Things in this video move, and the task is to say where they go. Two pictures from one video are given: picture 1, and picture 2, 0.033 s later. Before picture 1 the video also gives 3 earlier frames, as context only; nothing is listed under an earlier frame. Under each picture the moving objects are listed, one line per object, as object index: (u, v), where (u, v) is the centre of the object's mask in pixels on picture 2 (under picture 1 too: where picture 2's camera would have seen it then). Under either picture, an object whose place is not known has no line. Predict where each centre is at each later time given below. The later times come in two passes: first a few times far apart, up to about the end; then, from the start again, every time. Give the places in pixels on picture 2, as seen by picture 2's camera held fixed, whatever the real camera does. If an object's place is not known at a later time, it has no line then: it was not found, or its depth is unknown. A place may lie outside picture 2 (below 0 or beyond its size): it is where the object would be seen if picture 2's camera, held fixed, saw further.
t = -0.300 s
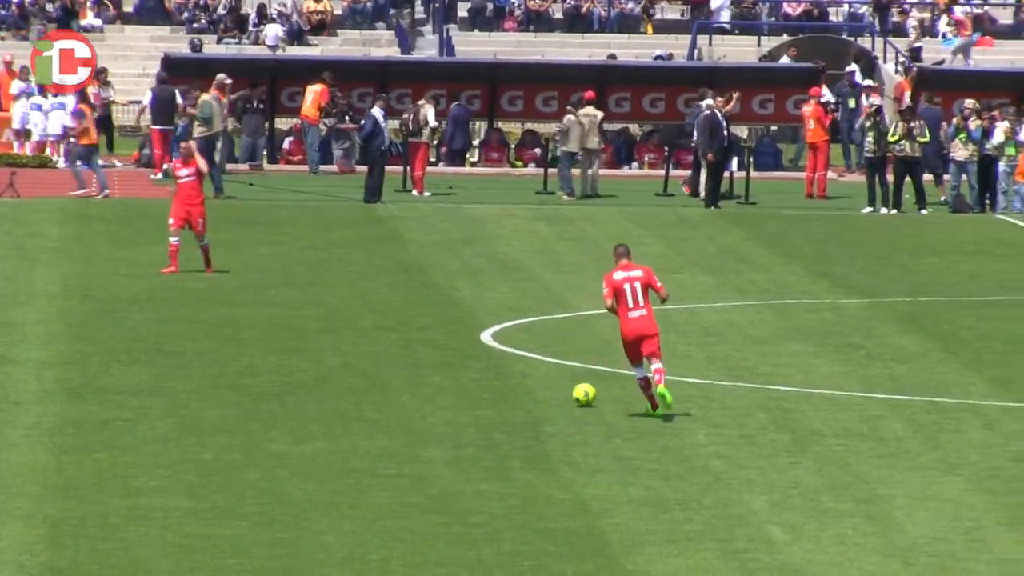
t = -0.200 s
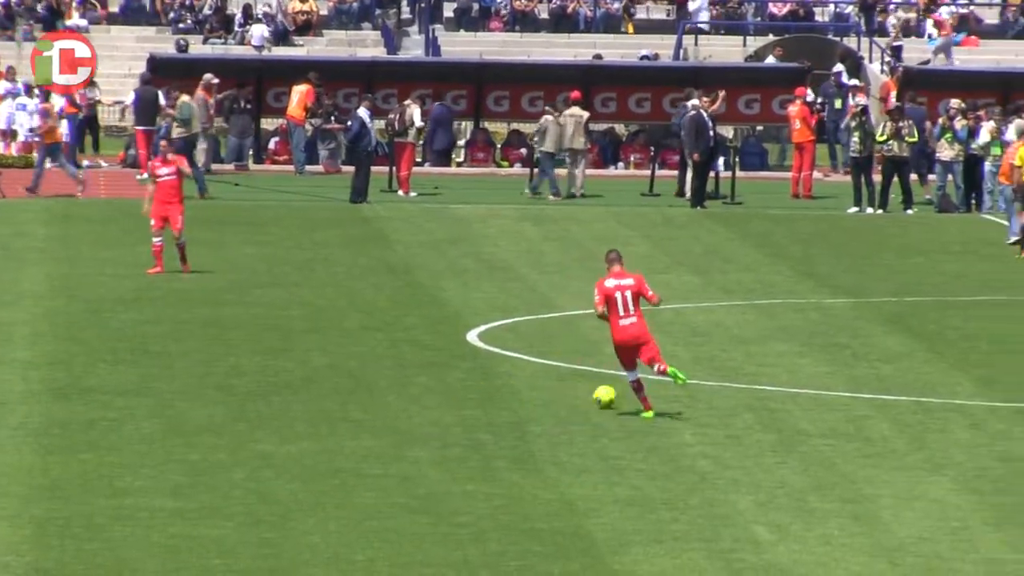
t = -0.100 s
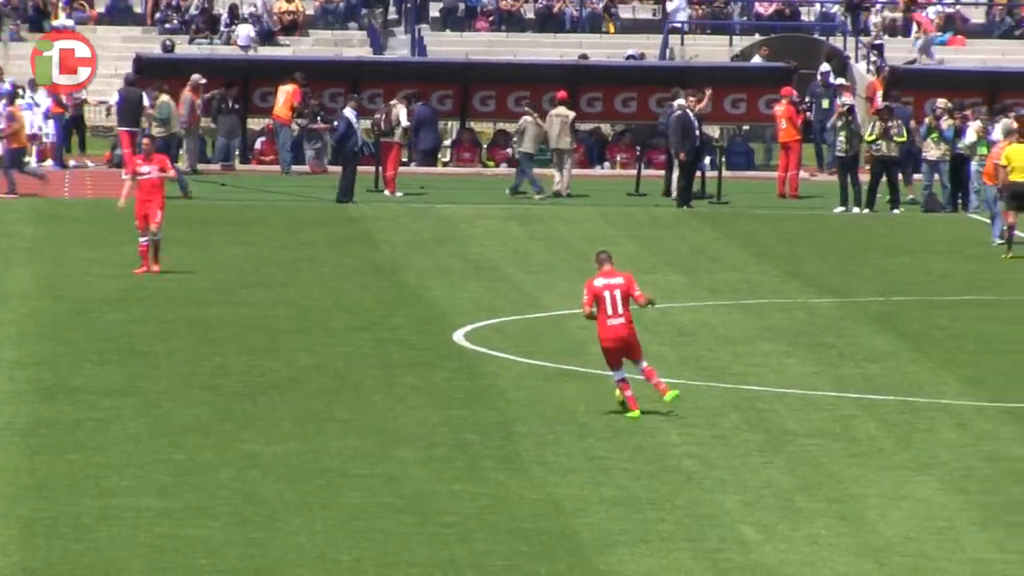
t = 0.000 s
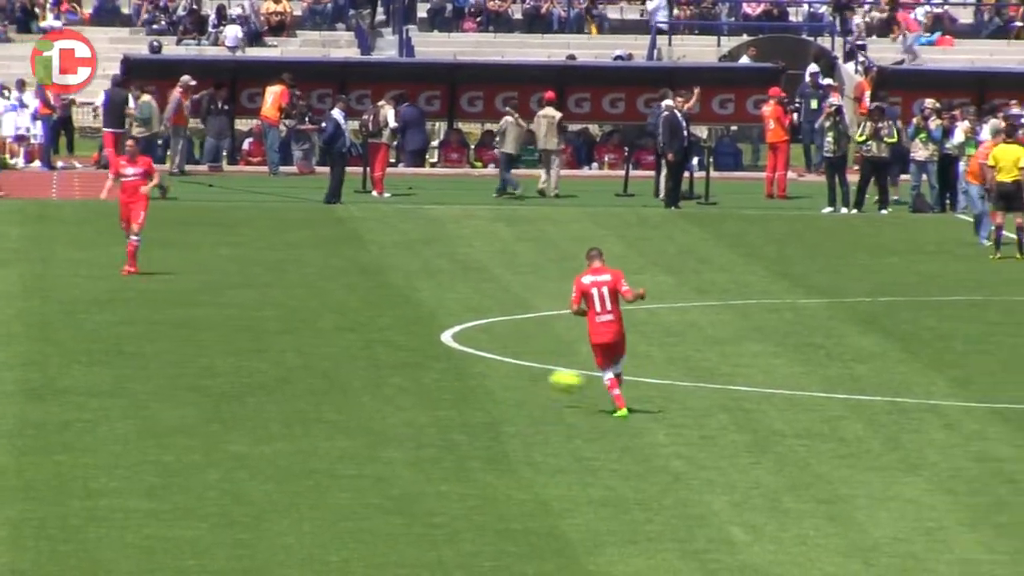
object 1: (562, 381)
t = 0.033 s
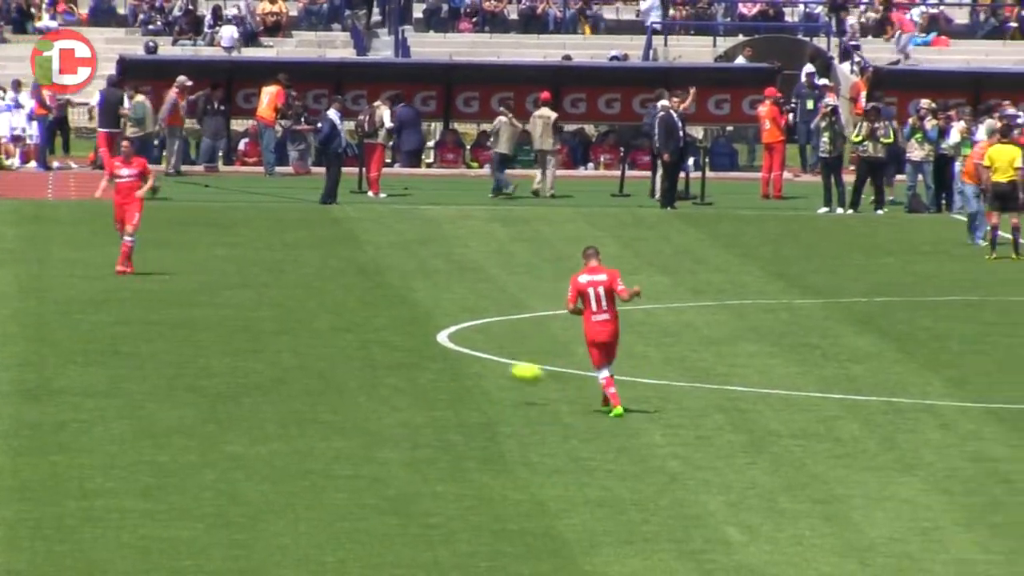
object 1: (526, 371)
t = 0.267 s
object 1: (288, 346)
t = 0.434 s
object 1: (127, 360)
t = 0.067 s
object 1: (491, 364)
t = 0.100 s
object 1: (455, 359)
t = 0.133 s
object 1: (422, 354)
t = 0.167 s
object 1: (388, 351)
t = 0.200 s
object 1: (354, 348)
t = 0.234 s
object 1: (320, 347)
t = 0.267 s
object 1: (288, 346)
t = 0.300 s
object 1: (254, 349)
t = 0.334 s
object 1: (221, 349)
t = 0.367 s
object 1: (188, 353)
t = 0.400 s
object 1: (156, 357)
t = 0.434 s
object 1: (127, 360)
